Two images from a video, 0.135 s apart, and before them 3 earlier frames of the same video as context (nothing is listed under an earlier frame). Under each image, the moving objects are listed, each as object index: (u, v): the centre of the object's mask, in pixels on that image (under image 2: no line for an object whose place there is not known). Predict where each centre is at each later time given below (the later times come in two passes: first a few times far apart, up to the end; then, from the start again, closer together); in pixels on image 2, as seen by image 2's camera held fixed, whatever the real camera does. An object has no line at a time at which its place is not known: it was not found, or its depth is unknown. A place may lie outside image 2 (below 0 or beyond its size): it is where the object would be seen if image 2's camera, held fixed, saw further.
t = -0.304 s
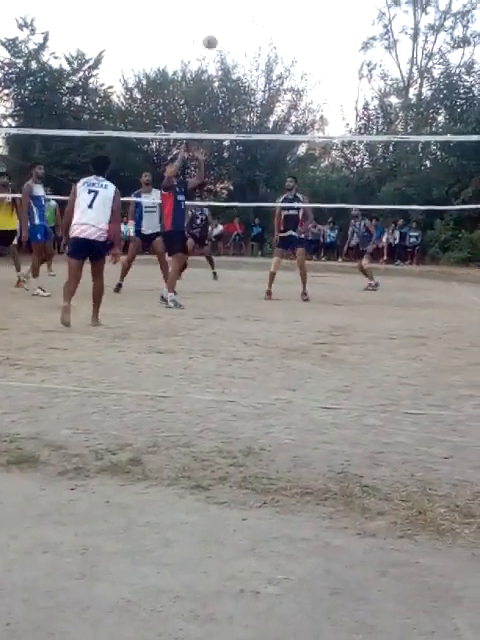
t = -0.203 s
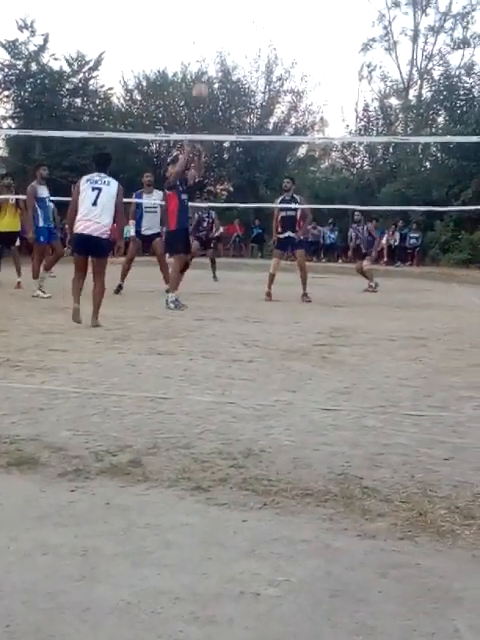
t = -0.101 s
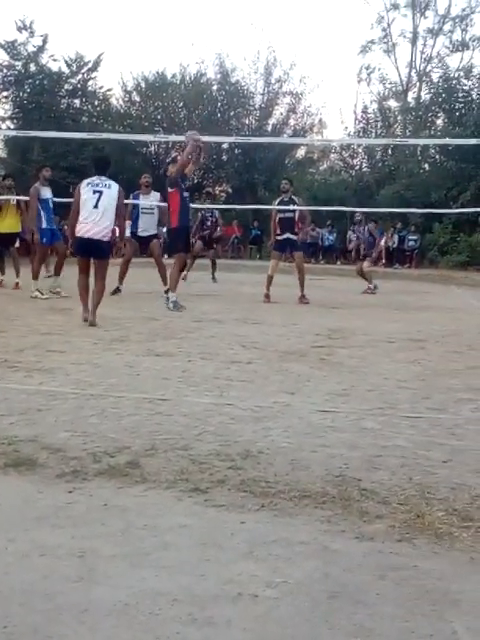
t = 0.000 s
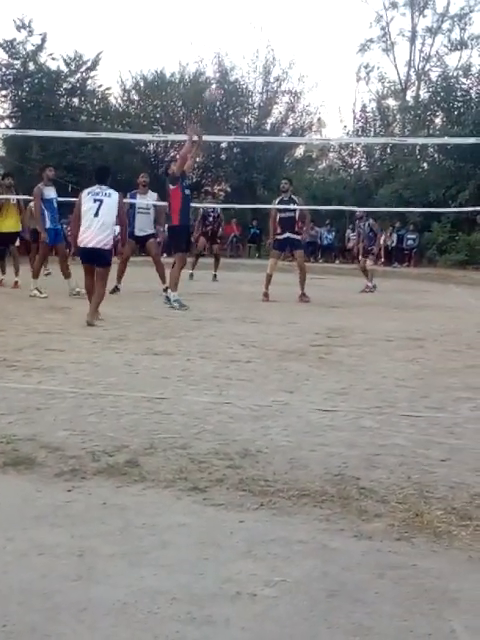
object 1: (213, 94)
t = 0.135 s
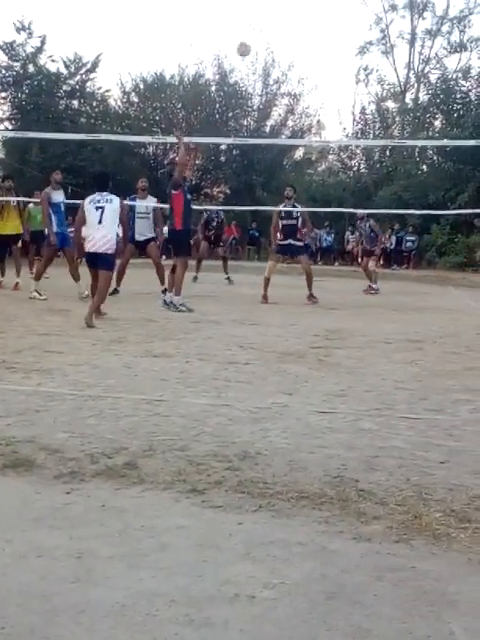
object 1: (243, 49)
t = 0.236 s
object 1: (266, 23)
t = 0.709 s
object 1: (363, 1)
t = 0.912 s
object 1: (400, 40)
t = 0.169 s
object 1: (251, 39)
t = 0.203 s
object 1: (258, 30)
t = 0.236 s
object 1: (266, 23)
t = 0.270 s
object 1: (273, 15)
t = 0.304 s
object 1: (281, 9)
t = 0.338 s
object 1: (288, 4)
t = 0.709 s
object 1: (363, 1)
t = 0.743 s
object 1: (369, 6)
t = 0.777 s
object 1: (377, 12)
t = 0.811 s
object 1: (383, 17)
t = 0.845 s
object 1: (390, 24)
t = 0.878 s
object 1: (395, 32)
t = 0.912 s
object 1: (400, 40)
